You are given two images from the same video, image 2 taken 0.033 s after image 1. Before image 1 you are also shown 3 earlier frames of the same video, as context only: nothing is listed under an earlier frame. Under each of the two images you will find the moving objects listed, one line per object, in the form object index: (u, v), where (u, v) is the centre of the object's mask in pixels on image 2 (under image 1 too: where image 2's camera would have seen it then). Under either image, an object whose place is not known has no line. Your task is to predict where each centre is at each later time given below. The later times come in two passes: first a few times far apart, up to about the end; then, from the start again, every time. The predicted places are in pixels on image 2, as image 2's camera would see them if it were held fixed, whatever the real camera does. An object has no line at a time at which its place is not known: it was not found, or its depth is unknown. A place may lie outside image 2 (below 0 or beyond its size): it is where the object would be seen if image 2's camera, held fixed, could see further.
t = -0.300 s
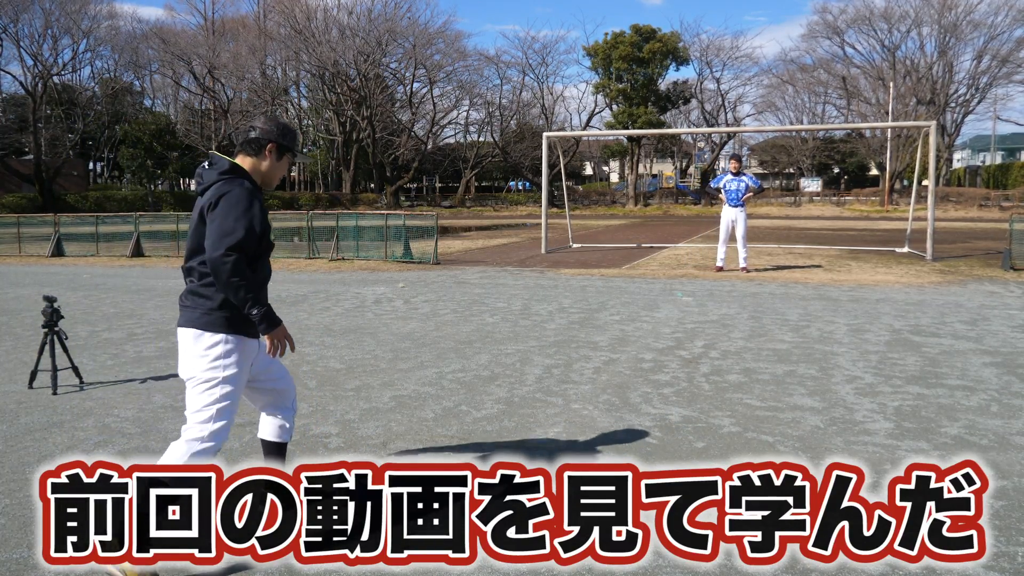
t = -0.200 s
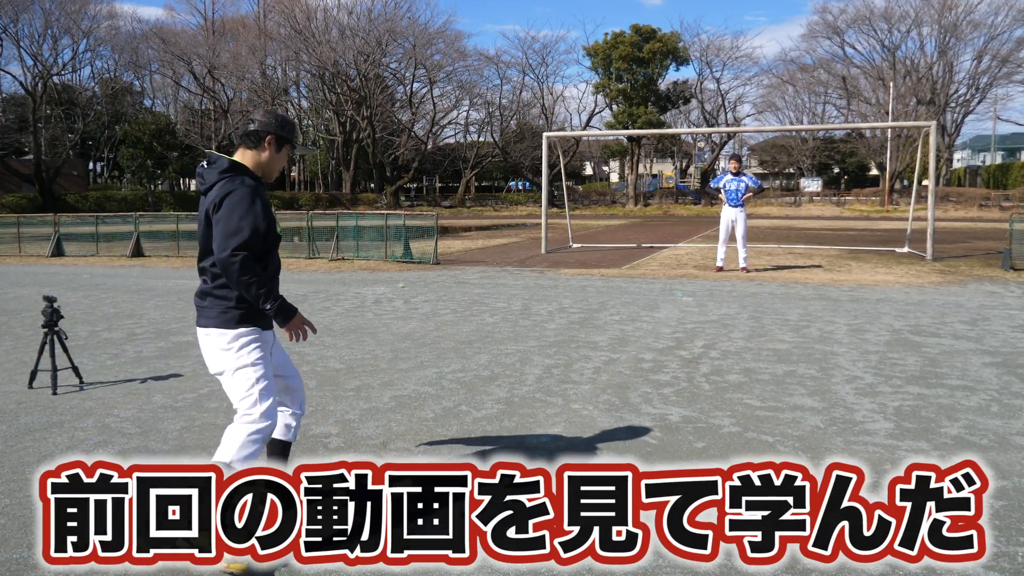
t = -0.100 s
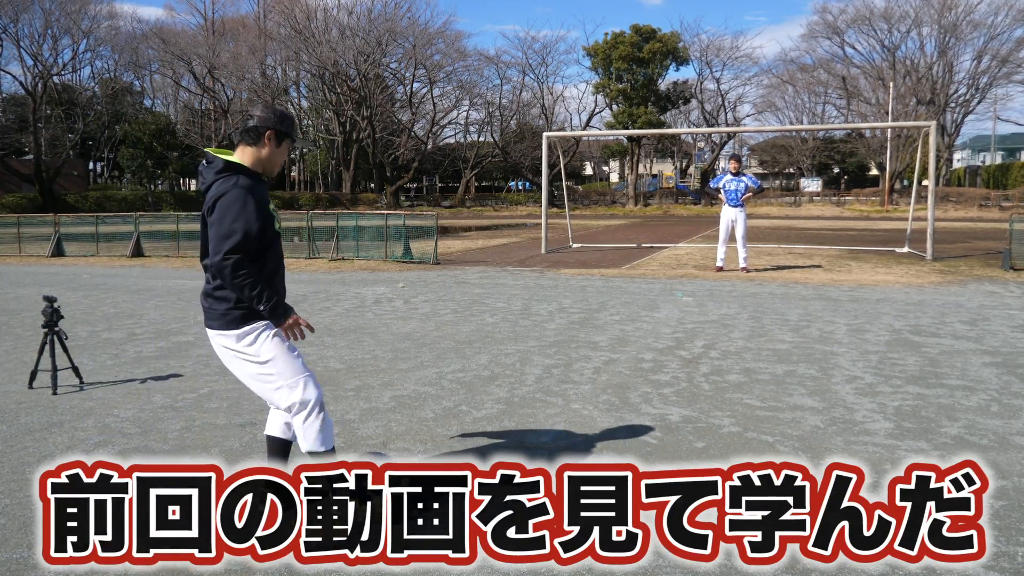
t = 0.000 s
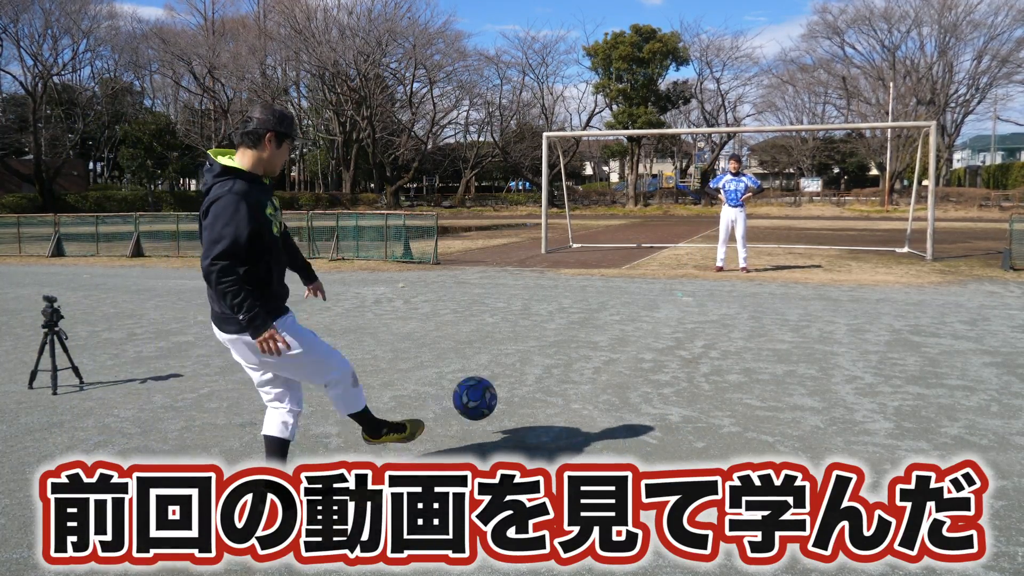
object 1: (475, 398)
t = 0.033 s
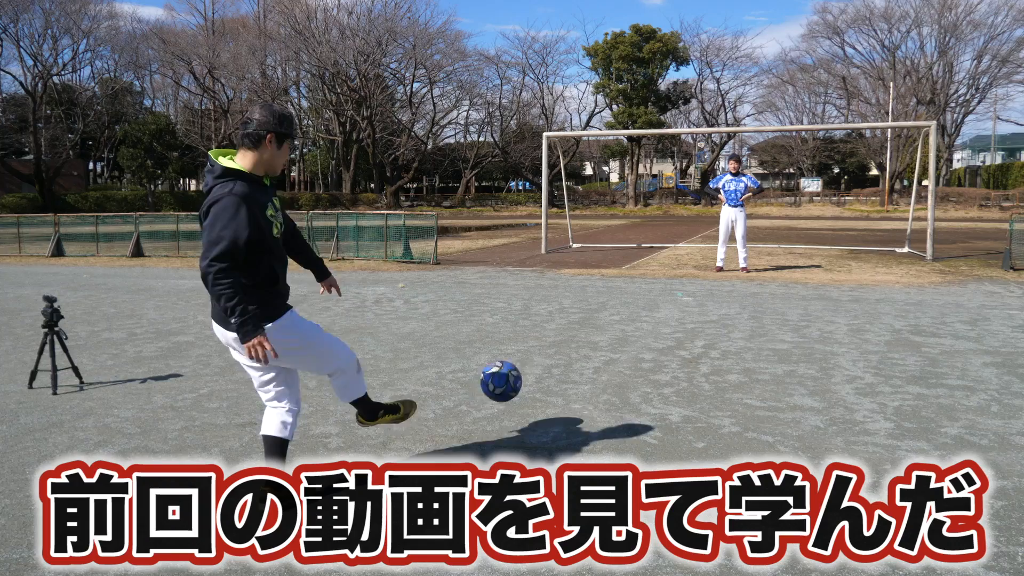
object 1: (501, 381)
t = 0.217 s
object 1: (603, 342)
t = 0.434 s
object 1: (664, 314)
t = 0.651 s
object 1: (701, 309)
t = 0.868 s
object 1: (721, 291)
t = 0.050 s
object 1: (513, 374)
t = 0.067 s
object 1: (524, 368)
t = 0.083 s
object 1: (534, 363)
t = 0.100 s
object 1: (544, 358)
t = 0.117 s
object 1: (554, 354)
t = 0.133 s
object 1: (563, 351)
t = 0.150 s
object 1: (572, 348)
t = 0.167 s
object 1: (580, 346)
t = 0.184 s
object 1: (587, 344)
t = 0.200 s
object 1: (595, 343)
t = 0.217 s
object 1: (603, 342)
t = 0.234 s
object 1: (609, 342)
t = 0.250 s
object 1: (616, 342)
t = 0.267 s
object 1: (622, 342)
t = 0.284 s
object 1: (628, 343)
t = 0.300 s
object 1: (634, 344)
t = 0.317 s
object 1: (639, 342)
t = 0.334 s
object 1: (643, 337)
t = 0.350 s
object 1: (646, 331)
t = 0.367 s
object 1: (650, 327)
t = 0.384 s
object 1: (654, 323)
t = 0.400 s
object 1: (657, 320)
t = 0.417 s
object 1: (661, 317)
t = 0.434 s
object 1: (664, 314)
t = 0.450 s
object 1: (668, 311)
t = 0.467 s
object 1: (671, 309)
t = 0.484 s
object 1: (674, 307)
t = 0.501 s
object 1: (677, 307)
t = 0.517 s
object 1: (680, 306)
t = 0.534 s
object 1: (683, 305)
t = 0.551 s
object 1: (685, 305)
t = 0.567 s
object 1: (688, 305)
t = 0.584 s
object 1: (691, 305)
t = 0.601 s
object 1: (693, 306)
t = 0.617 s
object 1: (696, 307)
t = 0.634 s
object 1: (698, 308)
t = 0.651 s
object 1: (701, 309)
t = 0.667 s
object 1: (703, 309)
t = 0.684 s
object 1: (704, 306)
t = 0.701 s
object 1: (706, 303)
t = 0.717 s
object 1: (707, 300)
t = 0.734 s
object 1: (709, 298)
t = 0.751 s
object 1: (711, 296)
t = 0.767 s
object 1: (712, 295)
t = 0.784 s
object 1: (714, 293)
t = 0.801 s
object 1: (715, 293)
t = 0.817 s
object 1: (717, 292)
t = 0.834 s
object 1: (718, 291)
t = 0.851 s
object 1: (719, 291)
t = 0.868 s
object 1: (721, 291)
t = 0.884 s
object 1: (722, 291)
